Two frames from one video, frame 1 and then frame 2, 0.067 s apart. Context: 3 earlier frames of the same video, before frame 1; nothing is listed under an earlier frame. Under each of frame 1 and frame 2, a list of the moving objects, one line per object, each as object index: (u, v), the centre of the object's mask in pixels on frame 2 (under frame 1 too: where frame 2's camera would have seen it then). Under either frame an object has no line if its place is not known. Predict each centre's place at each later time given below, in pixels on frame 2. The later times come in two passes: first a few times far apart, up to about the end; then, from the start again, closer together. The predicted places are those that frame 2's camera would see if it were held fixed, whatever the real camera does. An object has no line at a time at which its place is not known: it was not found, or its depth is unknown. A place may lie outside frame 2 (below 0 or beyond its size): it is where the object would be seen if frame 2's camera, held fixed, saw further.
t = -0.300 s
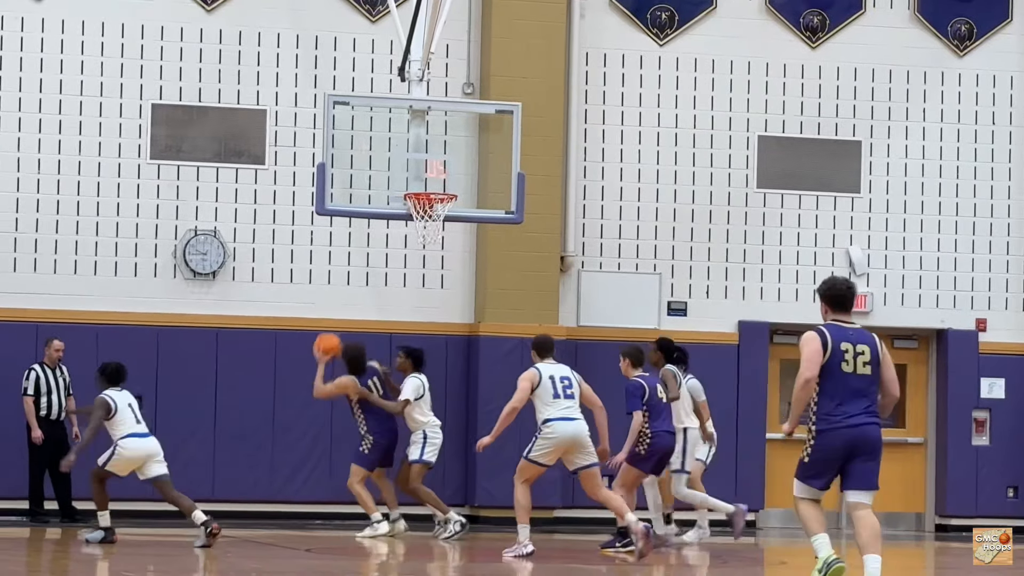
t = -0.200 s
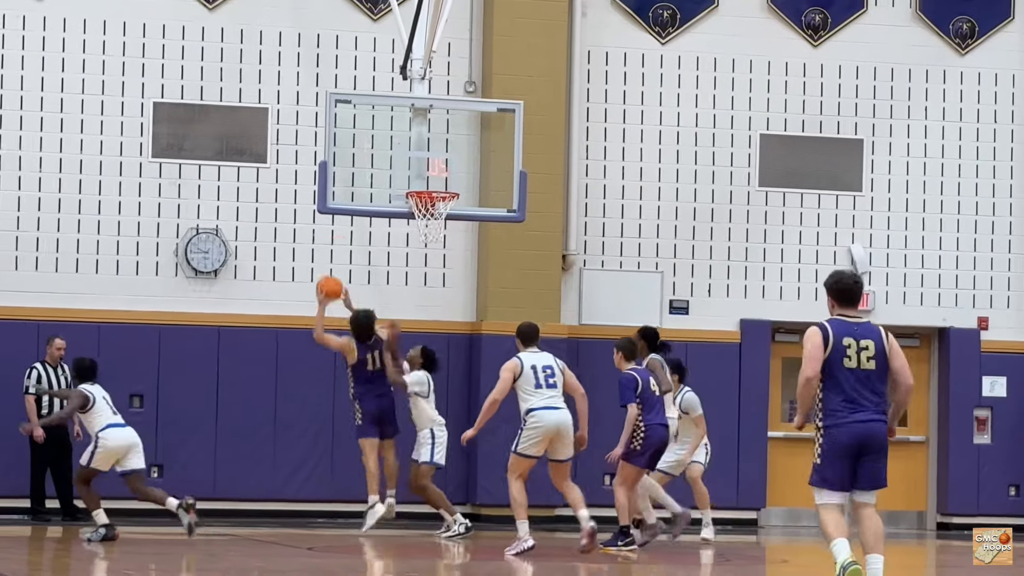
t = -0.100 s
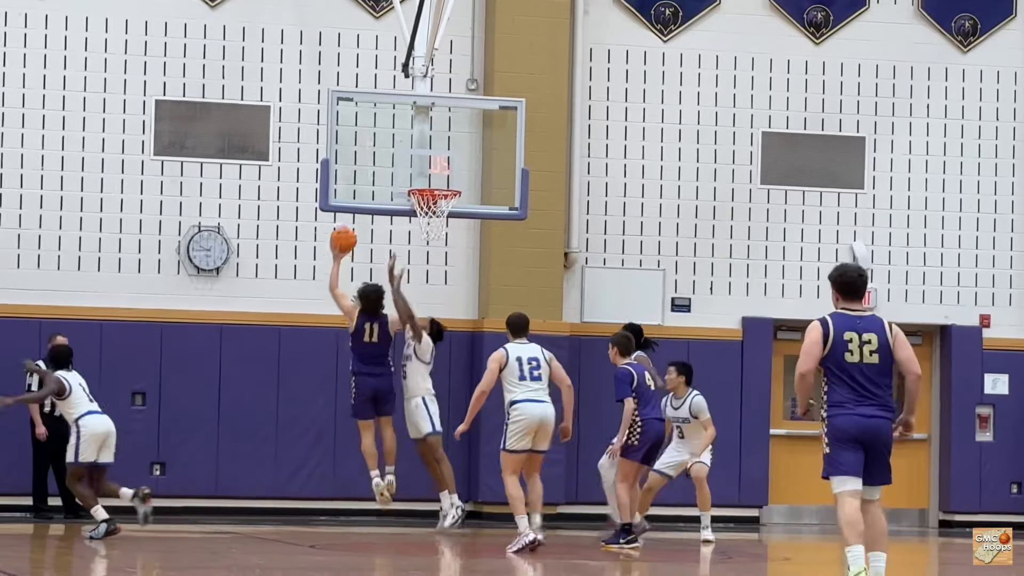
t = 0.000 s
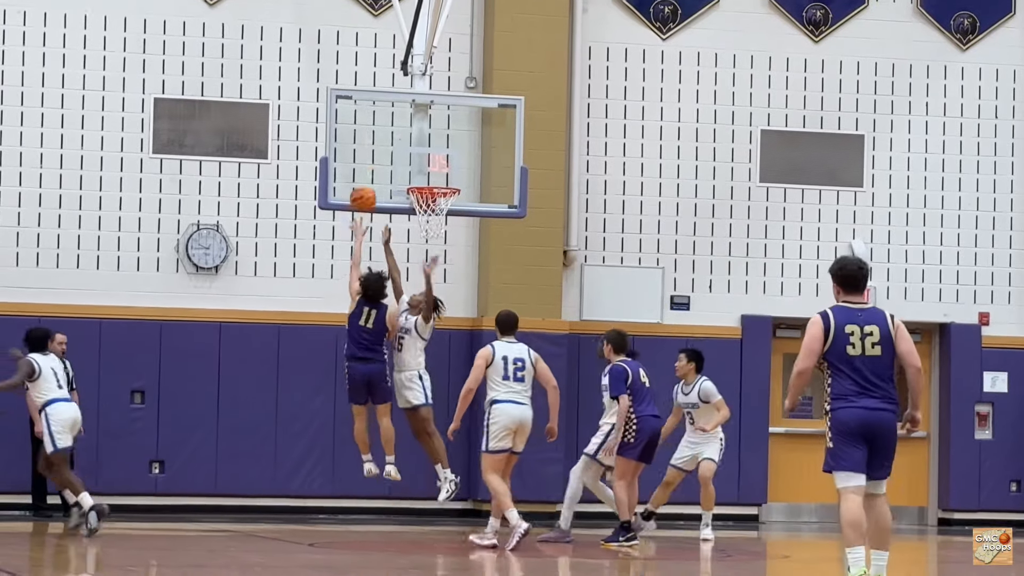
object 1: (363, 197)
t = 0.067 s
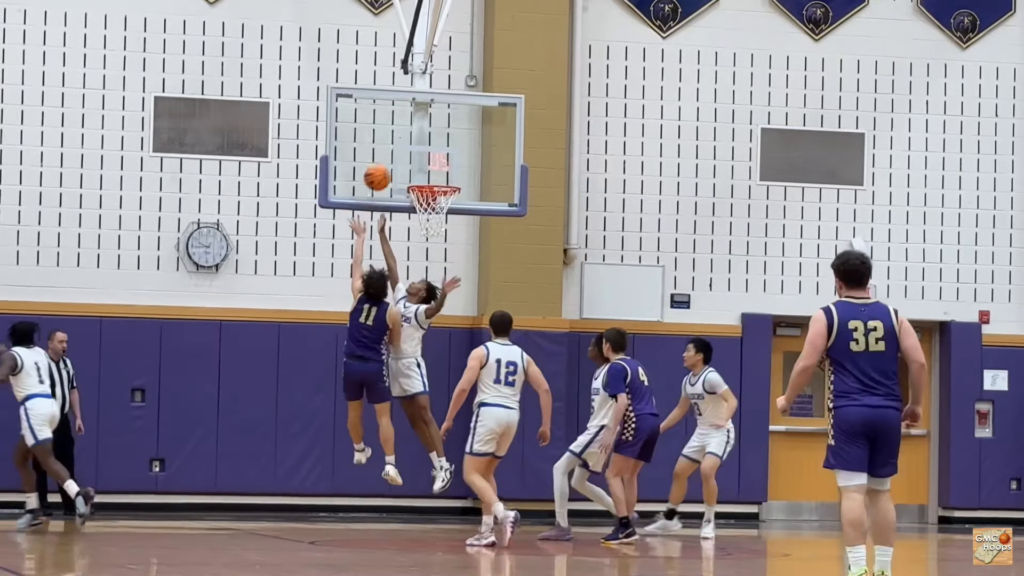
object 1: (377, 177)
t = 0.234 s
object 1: (407, 154)
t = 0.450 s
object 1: (438, 176)
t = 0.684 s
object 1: (428, 240)
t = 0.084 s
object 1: (380, 173)
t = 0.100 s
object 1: (384, 170)
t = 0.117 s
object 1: (387, 166)
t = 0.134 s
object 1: (390, 163)
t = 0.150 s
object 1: (394, 160)
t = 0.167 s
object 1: (397, 158)
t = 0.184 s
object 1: (400, 156)
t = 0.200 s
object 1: (403, 155)
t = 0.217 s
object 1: (405, 154)
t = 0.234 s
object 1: (407, 154)
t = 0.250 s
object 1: (410, 154)
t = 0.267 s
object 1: (412, 154)
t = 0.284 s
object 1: (414, 155)
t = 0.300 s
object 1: (417, 156)
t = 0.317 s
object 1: (419, 158)
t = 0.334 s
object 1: (421, 159)
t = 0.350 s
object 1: (423, 161)
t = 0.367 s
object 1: (426, 162)
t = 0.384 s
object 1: (429, 165)
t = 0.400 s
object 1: (431, 167)
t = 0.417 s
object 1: (433, 170)
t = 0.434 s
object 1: (436, 173)
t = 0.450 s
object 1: (438, 176)
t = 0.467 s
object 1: (440, 177)
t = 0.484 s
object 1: (443, 179)
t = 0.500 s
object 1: (447, 186)
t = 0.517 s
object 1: (447, 187)
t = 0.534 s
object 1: (441, 199)
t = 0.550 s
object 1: (441, 200)
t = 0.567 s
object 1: (439, 204)
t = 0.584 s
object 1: (438, 208)
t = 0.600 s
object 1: (436, 214)
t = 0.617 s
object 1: (435, 218)
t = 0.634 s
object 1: (434, 220)
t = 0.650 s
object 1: (432, 227)
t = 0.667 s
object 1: (430, 238)
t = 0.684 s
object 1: (428, 240)
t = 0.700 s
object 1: (426, 243)
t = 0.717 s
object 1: (425, 250)
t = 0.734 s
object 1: (424, 255)
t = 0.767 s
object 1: (421, 268)
